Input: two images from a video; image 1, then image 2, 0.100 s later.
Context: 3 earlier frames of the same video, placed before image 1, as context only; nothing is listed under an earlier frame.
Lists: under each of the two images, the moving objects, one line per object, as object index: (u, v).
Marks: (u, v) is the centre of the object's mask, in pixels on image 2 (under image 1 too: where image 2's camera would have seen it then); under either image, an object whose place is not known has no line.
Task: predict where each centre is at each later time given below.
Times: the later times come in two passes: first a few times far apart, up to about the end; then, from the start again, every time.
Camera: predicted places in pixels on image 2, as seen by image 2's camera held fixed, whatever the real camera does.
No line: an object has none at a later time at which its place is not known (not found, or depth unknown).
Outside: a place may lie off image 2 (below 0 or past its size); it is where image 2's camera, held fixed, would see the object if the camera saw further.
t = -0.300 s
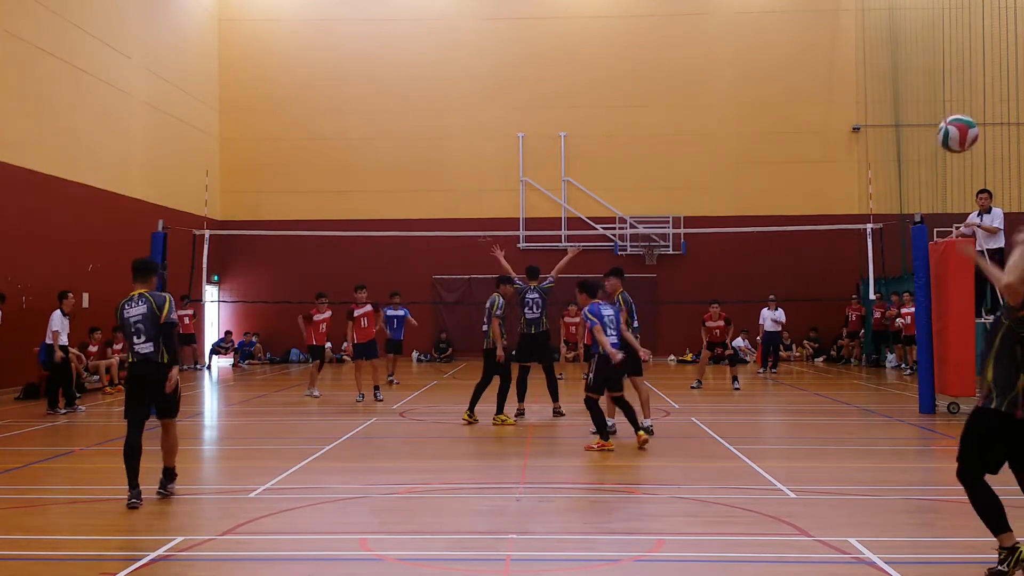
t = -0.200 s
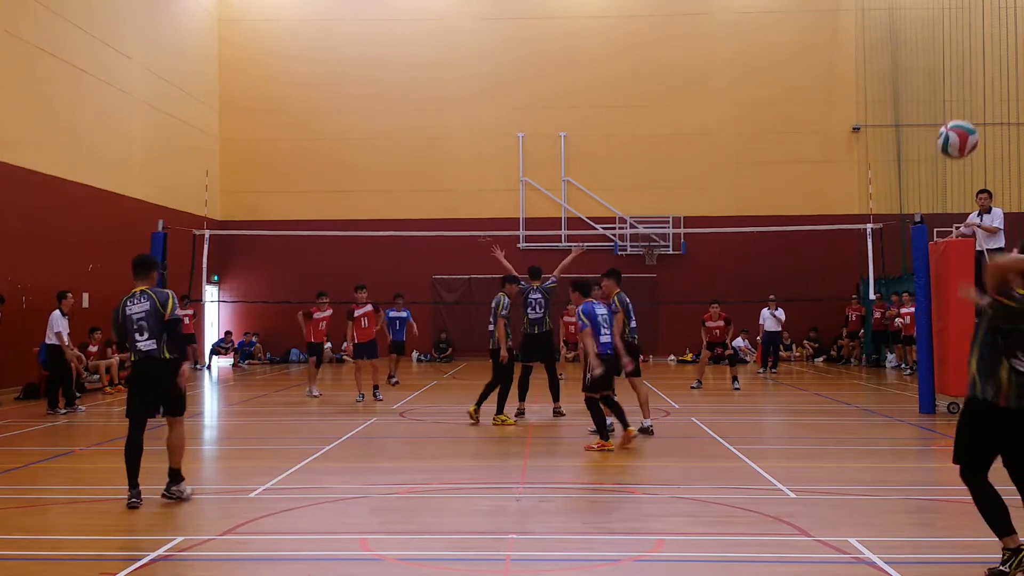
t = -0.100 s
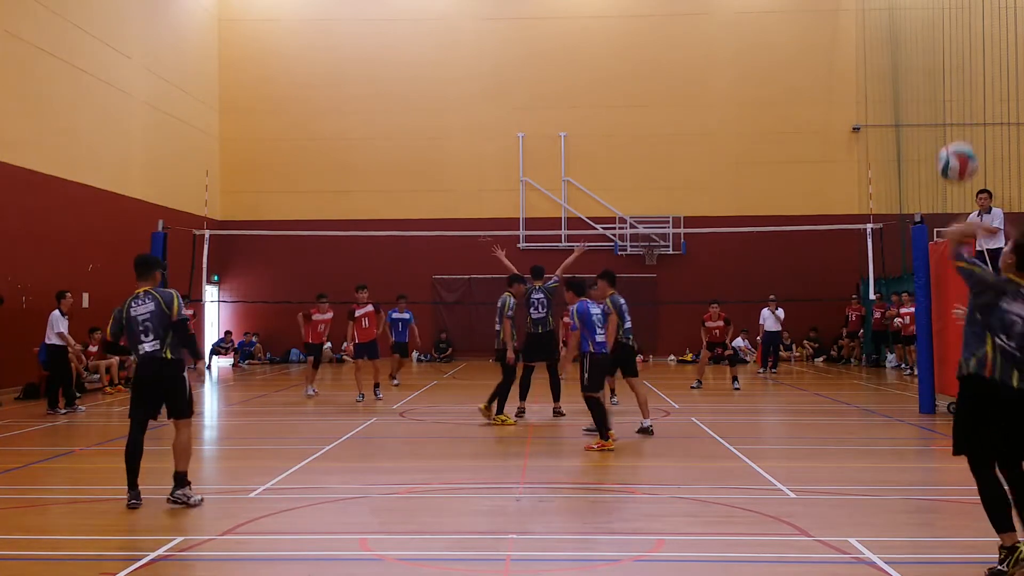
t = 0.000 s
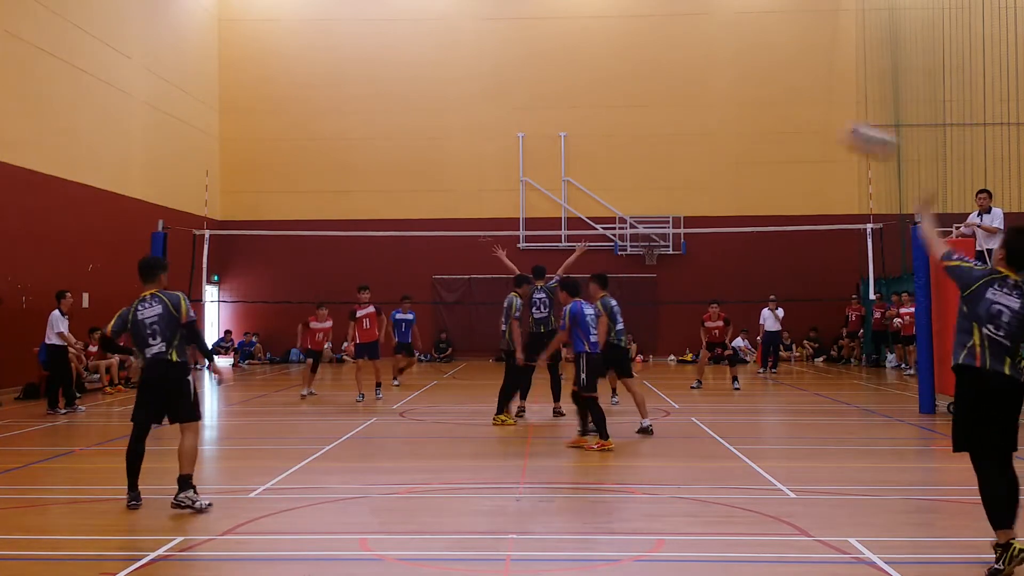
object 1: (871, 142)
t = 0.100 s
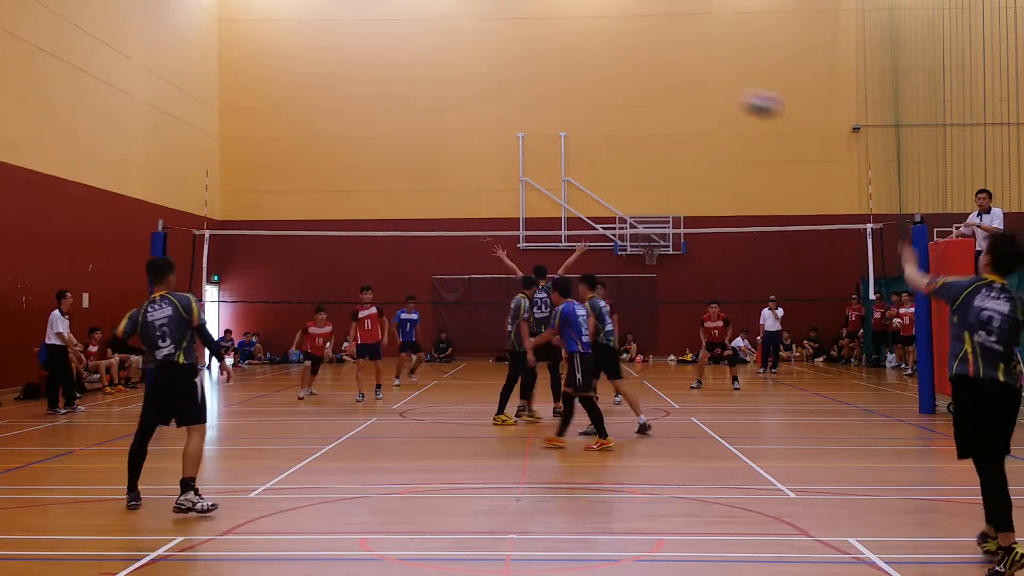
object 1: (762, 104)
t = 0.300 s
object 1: (629, 88)
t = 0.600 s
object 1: (520, 130)
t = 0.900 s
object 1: (450, 207)
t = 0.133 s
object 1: (733, 97)
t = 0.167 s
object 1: (708, 91)
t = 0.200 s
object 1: (685, 88)
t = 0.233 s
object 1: (665, 87)
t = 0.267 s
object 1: (646, 87)
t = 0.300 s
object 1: (629, 88)
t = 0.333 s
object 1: (613, 89)
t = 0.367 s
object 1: (599, 92)
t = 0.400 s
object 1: (587, 96)
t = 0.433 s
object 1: (573, 100)
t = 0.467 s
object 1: (561, 105)
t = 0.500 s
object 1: (550, 111)
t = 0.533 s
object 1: (539, 117)
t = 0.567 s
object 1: (529, 124)
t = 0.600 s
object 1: (520, 130)
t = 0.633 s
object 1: (510, 139)
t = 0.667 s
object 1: (502, 146)
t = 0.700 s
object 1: (493, 155)
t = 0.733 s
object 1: (485, 163)
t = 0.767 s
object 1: (478, 171)
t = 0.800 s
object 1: (470, 181)
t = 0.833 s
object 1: (464, 190)
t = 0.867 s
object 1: (457, 199)
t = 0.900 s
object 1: (450, 207)
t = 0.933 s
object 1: (444, 217)
